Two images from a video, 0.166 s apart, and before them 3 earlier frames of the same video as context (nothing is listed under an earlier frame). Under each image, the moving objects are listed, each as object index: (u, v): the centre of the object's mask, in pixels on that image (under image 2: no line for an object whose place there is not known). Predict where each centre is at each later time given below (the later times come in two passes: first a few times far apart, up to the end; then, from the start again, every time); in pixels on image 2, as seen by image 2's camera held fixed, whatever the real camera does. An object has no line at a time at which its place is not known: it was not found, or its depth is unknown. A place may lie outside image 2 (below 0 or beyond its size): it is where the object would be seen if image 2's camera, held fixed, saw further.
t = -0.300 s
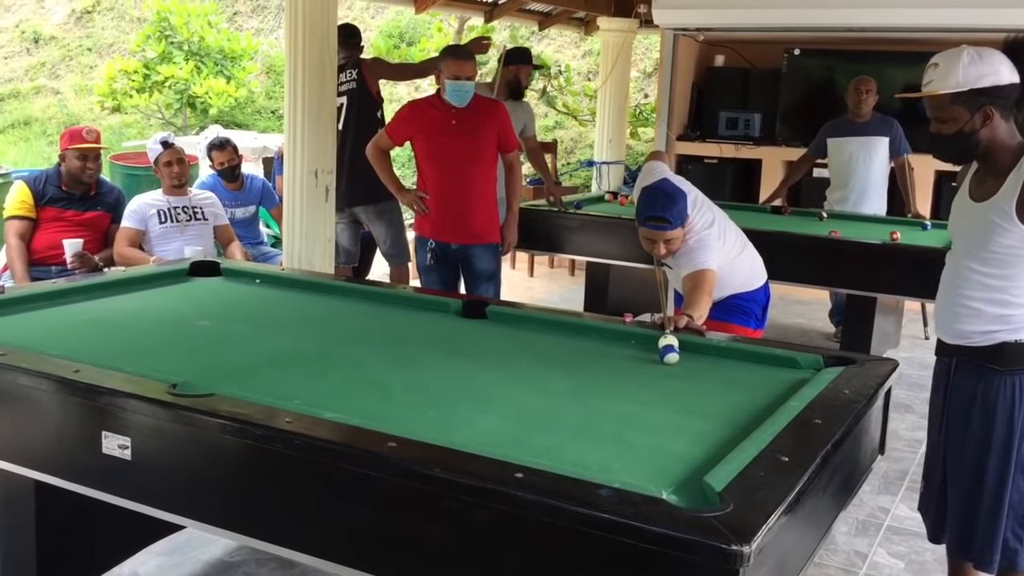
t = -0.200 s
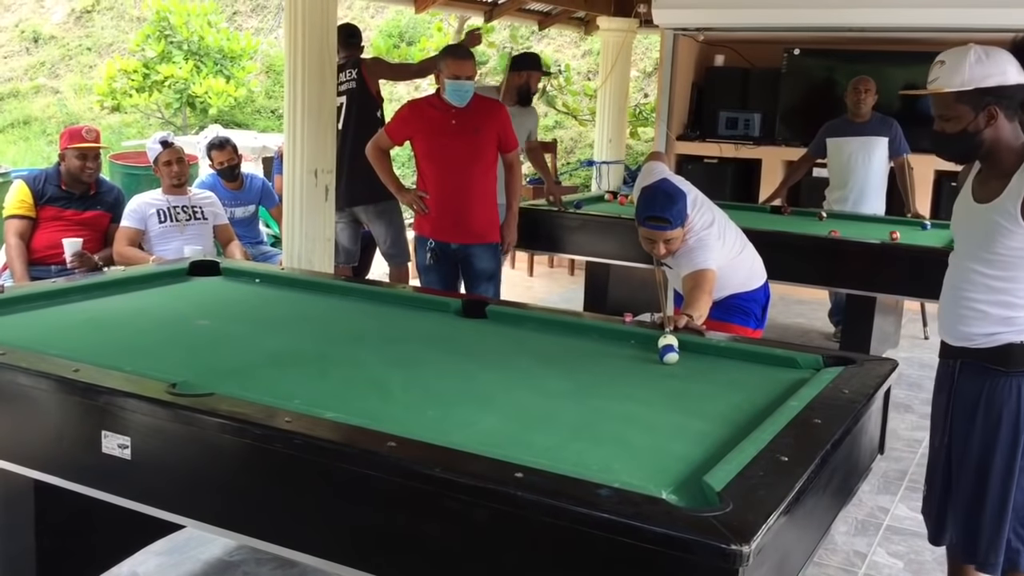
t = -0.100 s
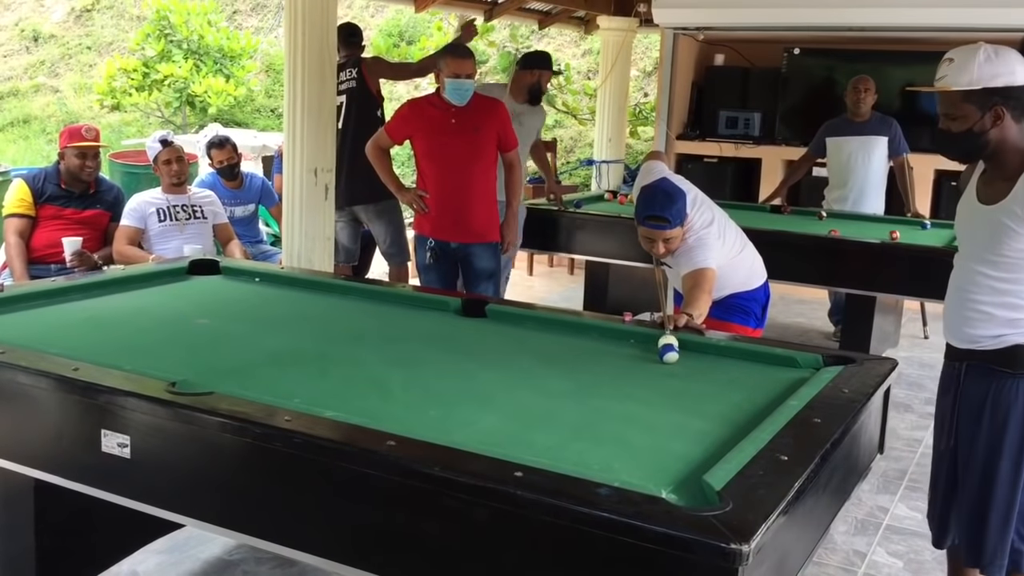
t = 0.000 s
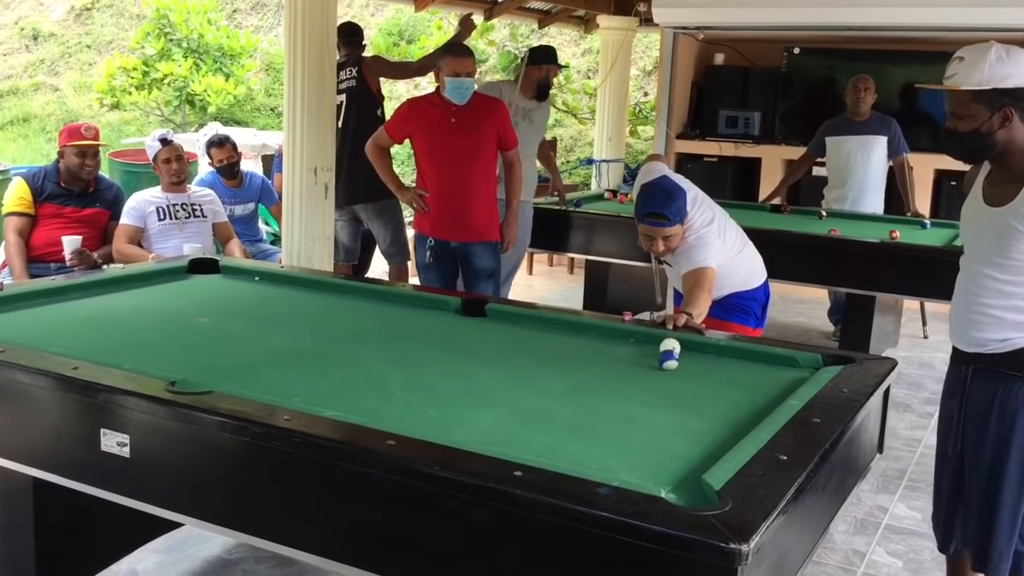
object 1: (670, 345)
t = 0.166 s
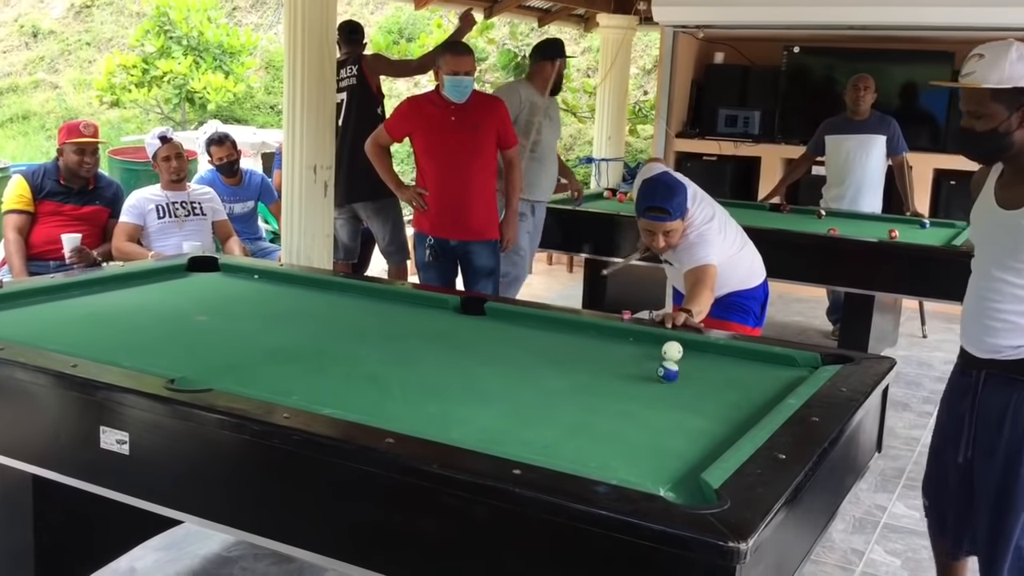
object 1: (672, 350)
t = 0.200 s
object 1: (673, 351)
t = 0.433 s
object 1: (677, 357)
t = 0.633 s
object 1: (681, 362)
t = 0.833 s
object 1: (684, 366)
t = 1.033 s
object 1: (687, 371)
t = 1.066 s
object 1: (688, 371)
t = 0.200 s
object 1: (673, 351)
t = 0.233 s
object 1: (673, 352)
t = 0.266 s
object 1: (674, 353)
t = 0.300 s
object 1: (675, 354)
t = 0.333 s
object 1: (675, 354)
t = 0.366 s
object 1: (676, 355)
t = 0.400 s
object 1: (676, 356)
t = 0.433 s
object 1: (677, 357)
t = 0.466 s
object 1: (677, 358)
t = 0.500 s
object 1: (678, 359)
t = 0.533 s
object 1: (679, 359)
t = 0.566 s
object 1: (680, 360)
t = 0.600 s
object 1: (680, 361)
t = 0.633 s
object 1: (681, 362)
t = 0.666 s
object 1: (681, 363)
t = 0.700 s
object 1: (682, 363)
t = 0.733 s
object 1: (683, 364)
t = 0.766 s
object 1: (683, 365)
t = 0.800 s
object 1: (684, 366)
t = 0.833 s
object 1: (684, 366)
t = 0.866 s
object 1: (685, 367)
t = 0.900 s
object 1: (685, 368)
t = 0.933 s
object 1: (685, 369)
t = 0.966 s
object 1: (686, 369)
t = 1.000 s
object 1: (687, 370)
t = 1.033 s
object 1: (687, 371)
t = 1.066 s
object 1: (688, 371)
